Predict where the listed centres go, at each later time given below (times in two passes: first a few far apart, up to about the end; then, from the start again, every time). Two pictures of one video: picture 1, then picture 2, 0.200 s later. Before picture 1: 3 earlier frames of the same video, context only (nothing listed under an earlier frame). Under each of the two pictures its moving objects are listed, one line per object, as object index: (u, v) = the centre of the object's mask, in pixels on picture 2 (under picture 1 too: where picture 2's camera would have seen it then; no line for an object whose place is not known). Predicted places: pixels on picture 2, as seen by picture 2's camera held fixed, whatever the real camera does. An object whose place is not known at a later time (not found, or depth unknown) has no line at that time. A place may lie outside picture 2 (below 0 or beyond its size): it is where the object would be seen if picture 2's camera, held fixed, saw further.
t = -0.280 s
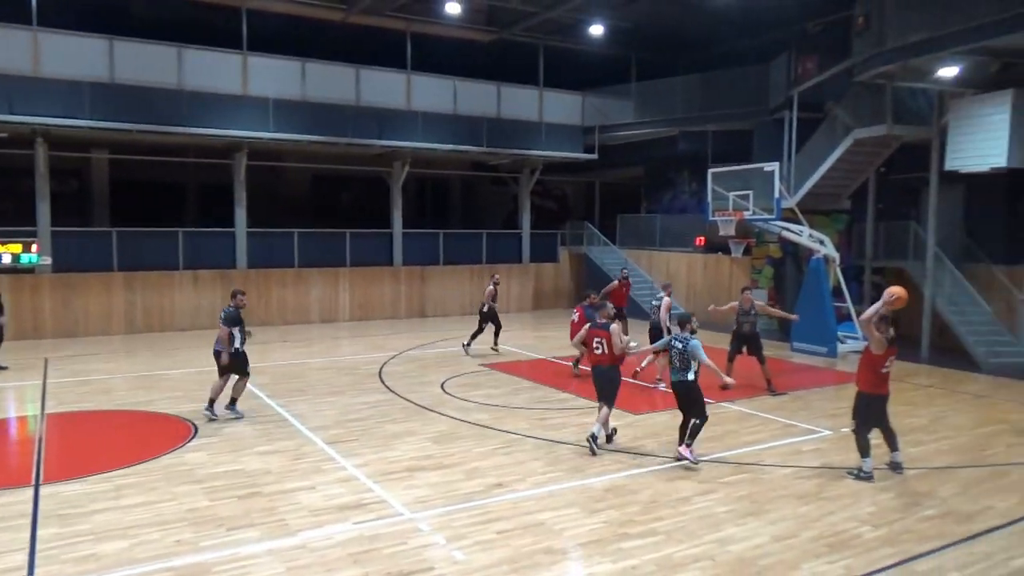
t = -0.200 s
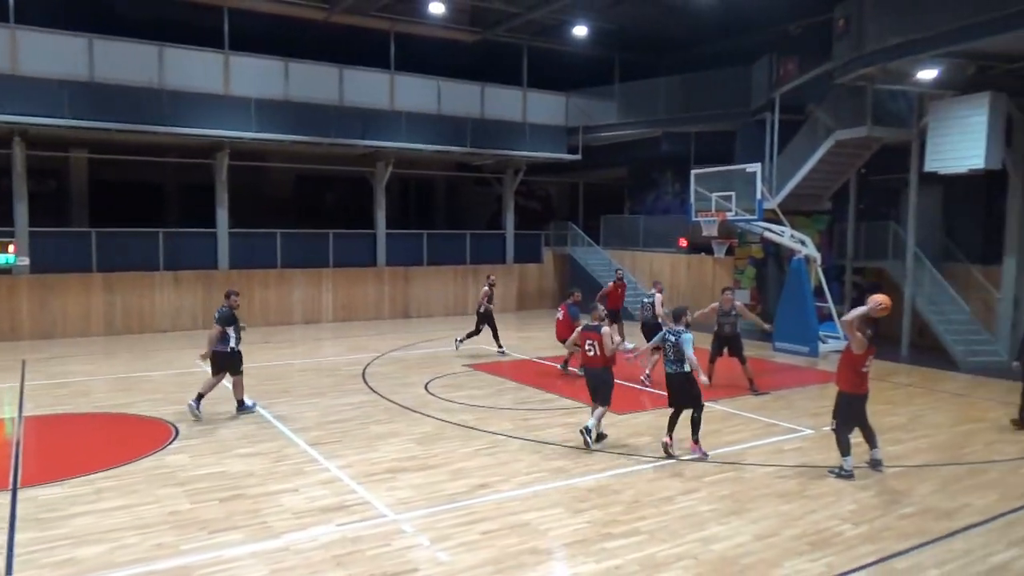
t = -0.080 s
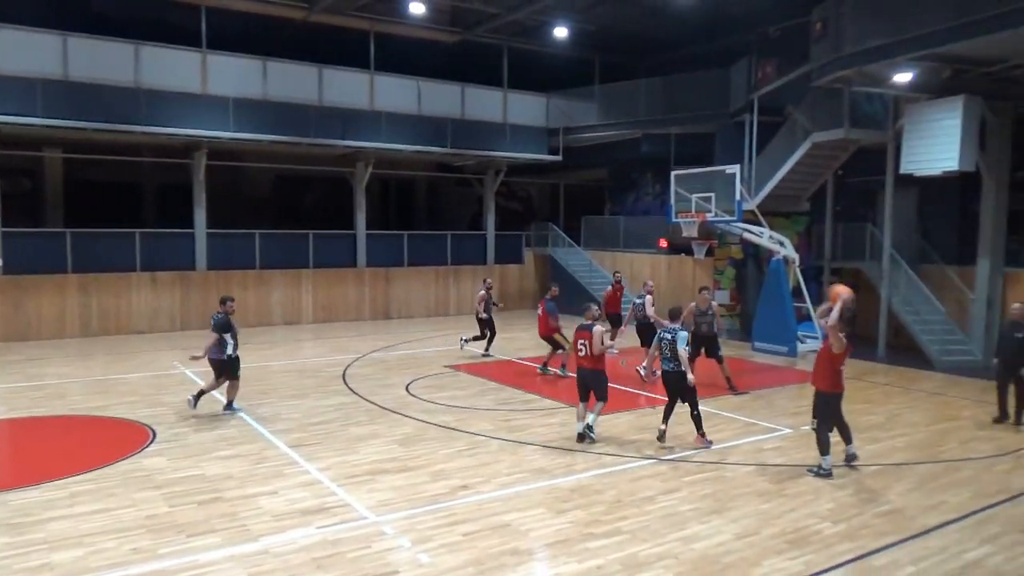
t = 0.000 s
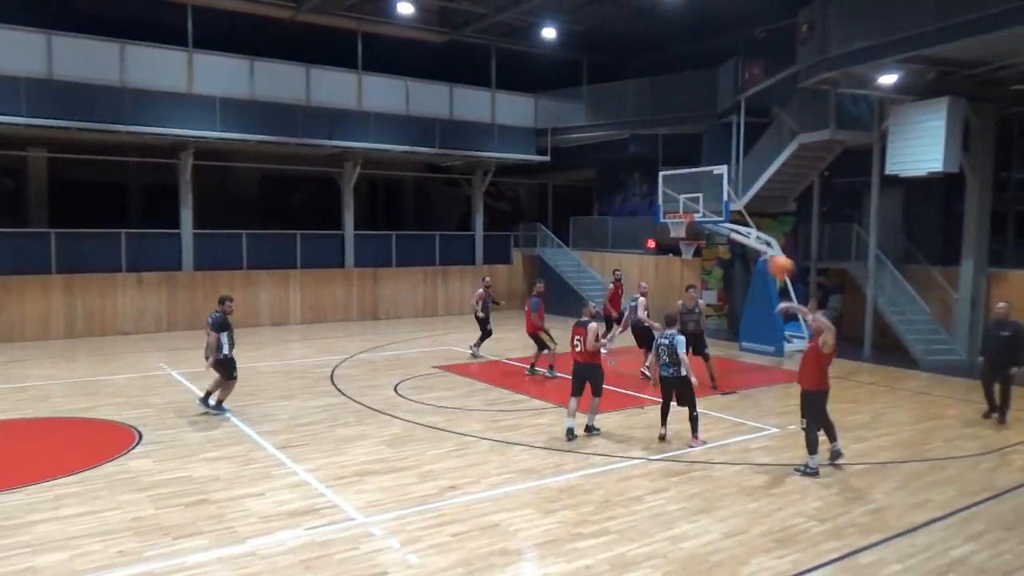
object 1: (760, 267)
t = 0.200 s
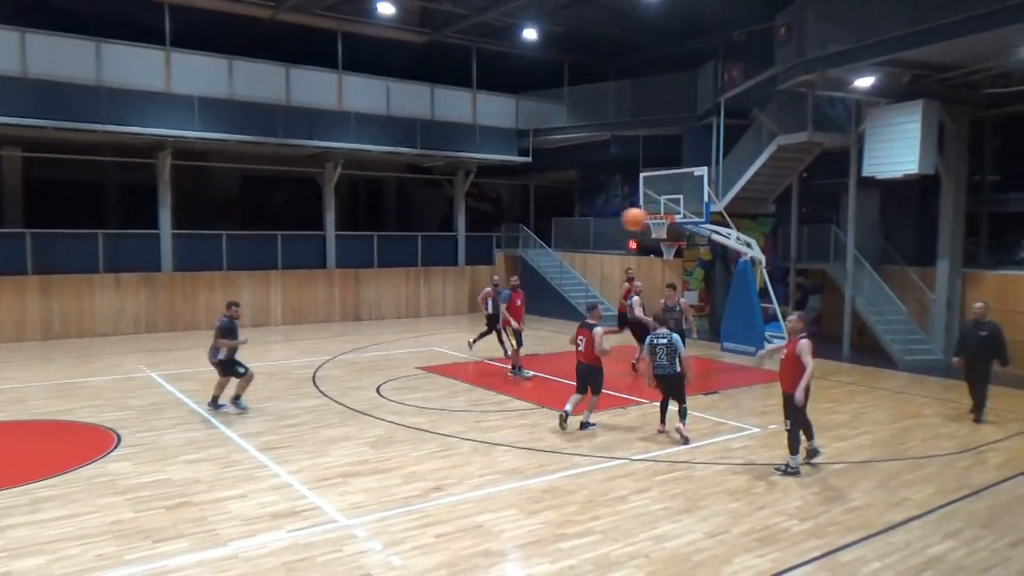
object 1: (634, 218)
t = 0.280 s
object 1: (583, 209)
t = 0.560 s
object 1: (393, 224)
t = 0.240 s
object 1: (609, 214)
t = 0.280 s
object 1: (583, 209)
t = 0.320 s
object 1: (557, 207)
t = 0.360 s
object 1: (530, 206)
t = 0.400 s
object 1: (503, 206)
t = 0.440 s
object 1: (477, 208)
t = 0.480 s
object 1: (447, 212)
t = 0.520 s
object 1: (421, 217)
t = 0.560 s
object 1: (393, 224)
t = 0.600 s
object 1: (365, 232)
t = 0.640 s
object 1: (337, 242)
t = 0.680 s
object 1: (308, 254)
